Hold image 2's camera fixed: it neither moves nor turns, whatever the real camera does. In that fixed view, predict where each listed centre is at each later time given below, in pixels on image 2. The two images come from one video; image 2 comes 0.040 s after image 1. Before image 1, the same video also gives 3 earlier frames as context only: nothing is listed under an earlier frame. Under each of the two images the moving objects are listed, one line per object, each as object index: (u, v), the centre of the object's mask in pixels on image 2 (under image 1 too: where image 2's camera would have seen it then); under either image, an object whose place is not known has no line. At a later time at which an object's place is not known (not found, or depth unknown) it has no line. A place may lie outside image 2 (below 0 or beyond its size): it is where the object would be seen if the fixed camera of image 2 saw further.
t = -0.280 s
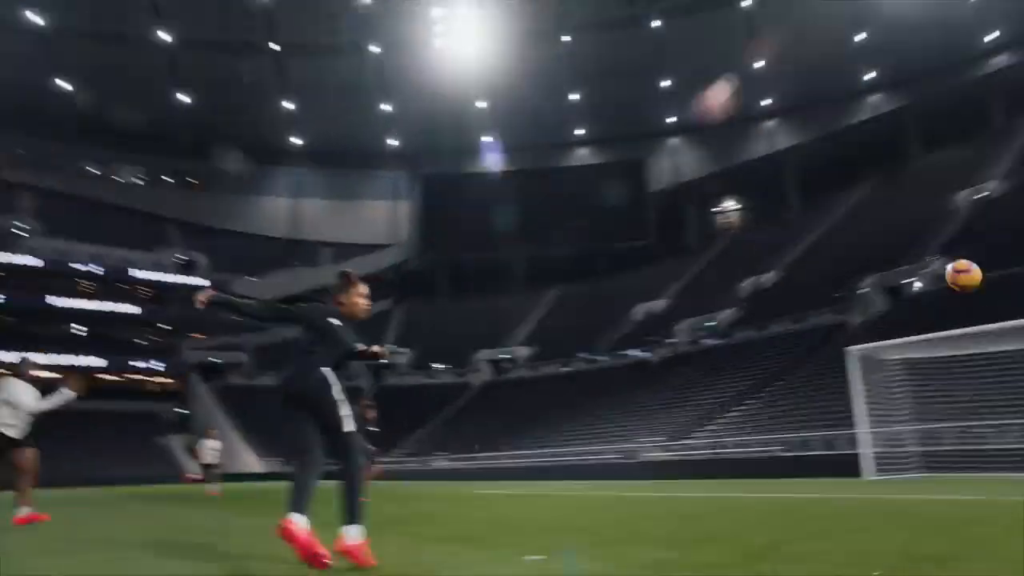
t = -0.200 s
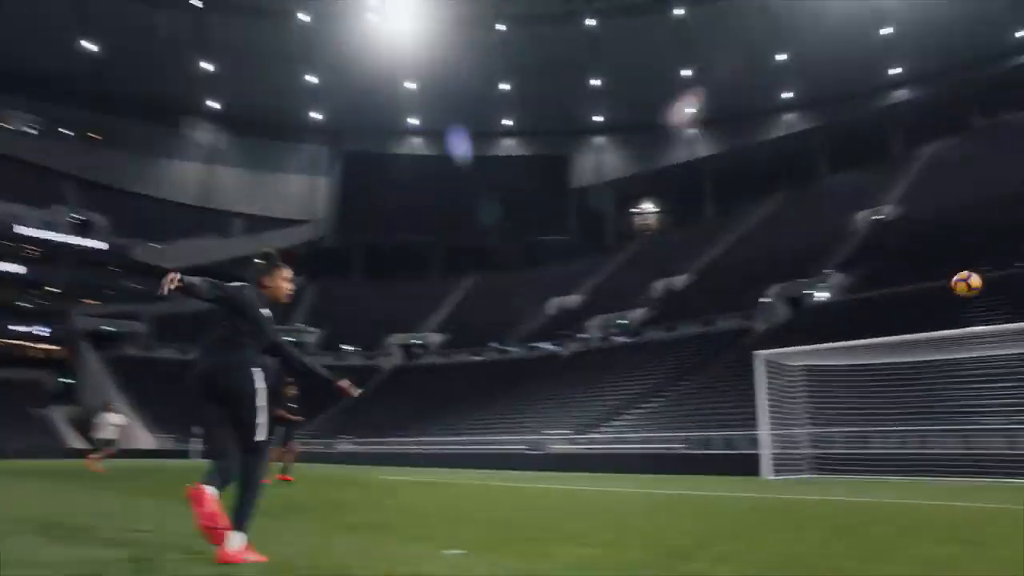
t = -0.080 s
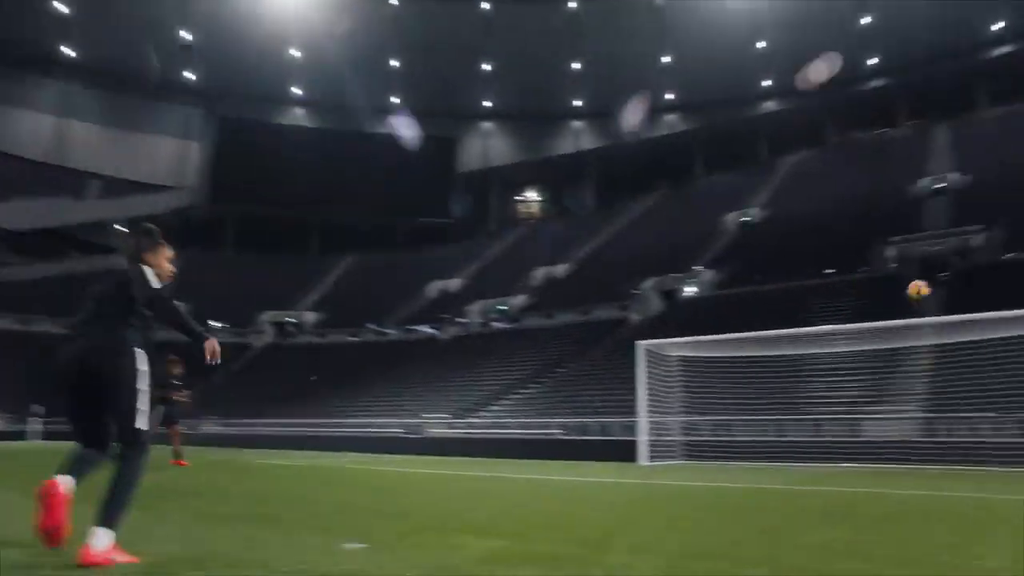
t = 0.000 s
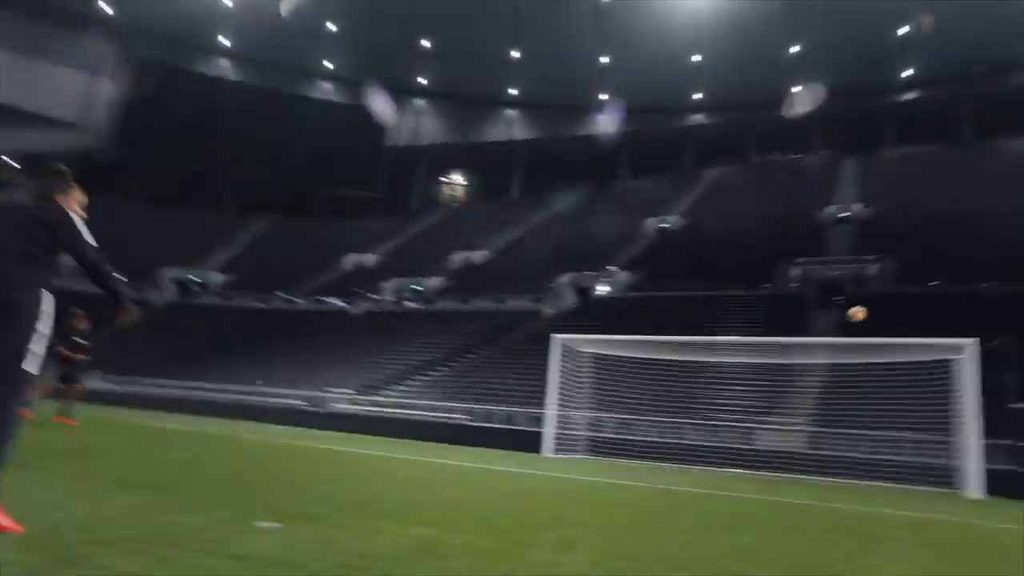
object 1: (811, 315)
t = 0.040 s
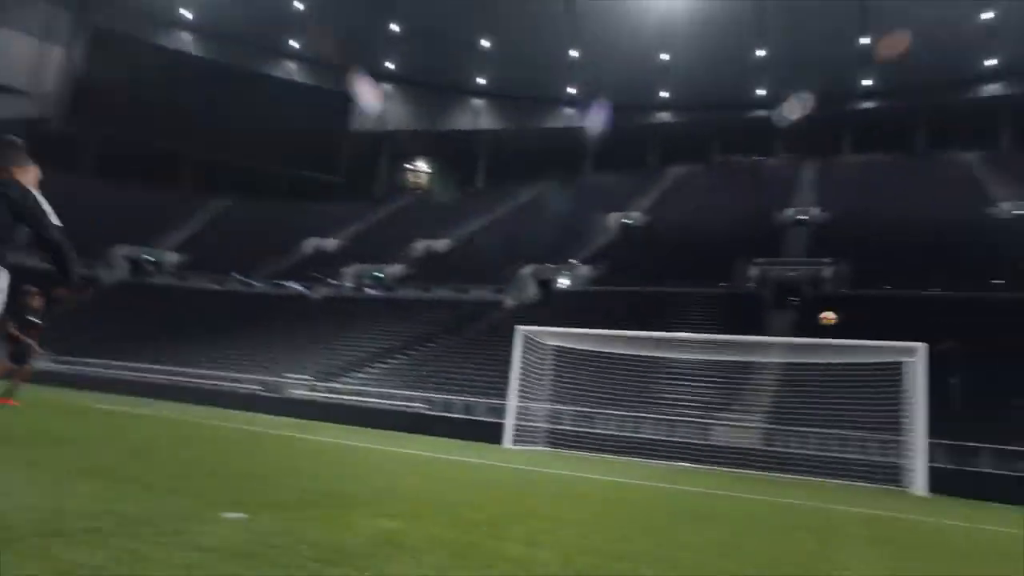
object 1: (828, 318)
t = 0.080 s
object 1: (843, 324)
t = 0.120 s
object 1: (858, 331)
